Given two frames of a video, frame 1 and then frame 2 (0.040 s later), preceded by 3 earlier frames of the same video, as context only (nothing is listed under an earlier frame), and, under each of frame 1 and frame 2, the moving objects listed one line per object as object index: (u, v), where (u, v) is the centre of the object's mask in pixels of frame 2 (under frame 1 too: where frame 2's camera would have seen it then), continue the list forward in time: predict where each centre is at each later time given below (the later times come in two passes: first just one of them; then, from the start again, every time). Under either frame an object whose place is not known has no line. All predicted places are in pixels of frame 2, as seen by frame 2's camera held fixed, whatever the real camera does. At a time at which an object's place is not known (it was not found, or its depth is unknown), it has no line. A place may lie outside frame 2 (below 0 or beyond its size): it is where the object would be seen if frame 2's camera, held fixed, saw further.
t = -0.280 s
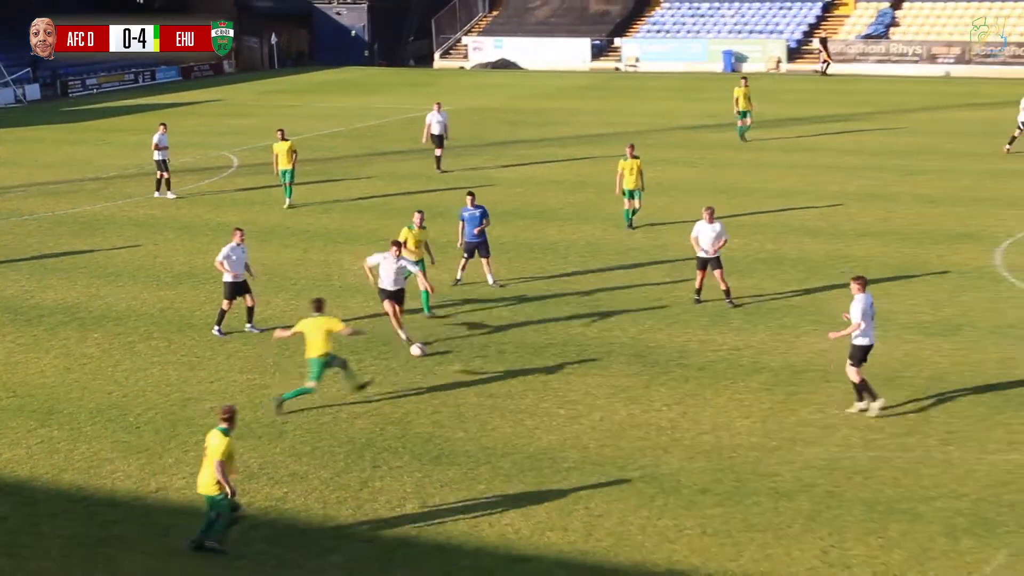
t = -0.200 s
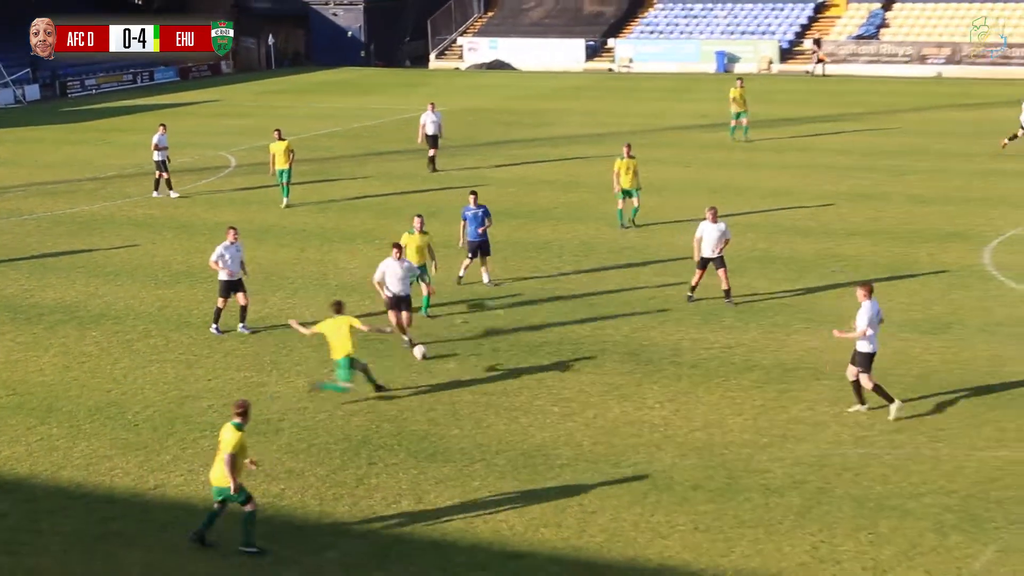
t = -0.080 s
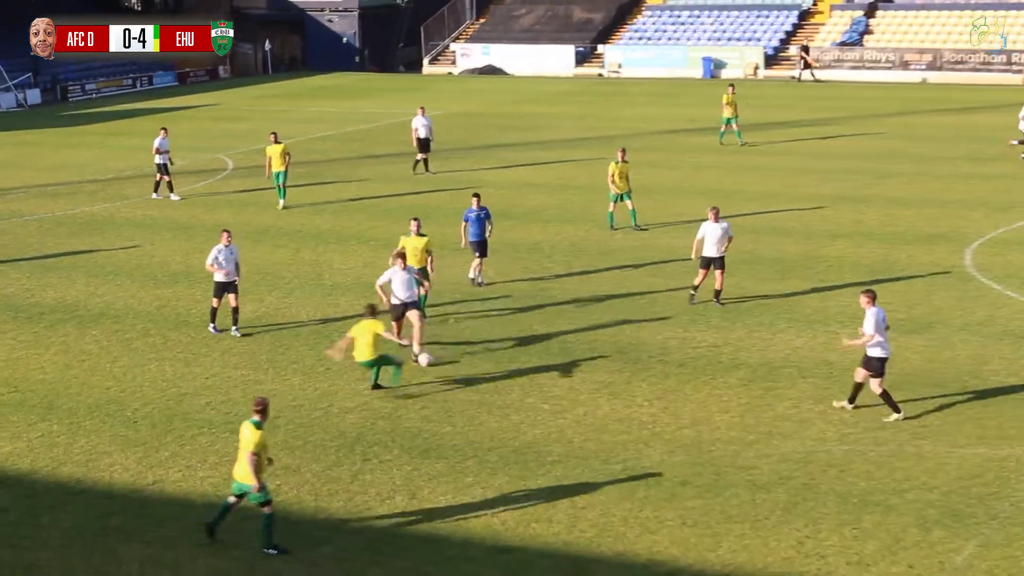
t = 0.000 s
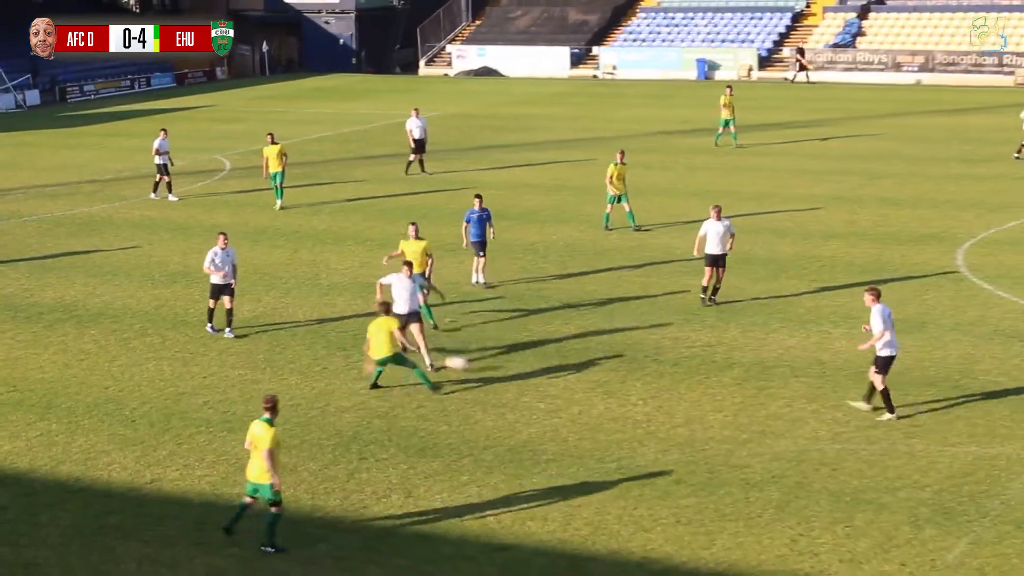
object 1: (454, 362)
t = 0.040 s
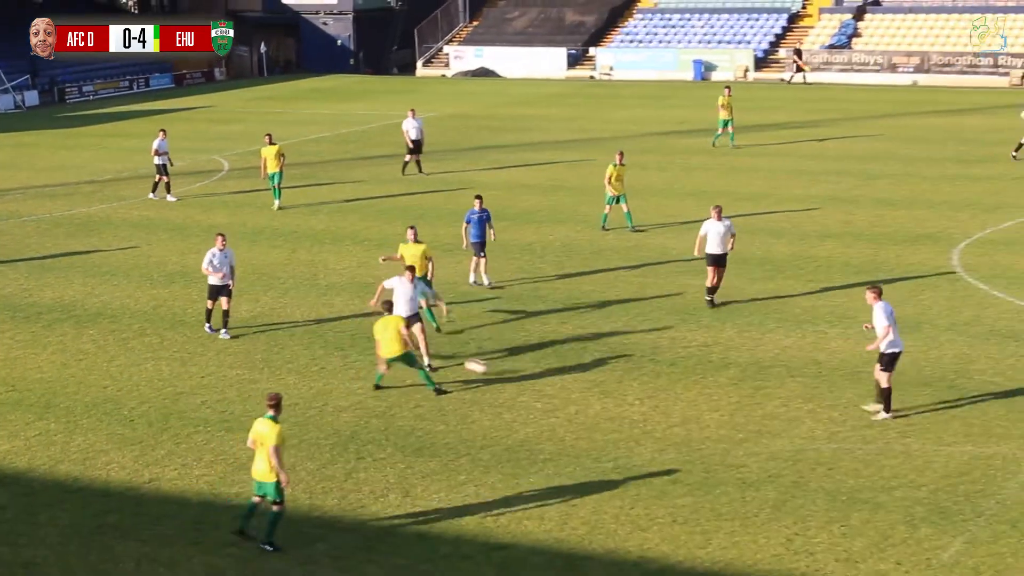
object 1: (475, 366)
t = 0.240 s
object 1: (586, 387)
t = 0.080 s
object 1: (498, 370)
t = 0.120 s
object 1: (523, 377)
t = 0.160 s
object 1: (546, 382)
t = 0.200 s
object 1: (566, 384)
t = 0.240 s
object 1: (586, 387)
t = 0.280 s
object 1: (607, 392)
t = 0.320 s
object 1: (630, 396)
